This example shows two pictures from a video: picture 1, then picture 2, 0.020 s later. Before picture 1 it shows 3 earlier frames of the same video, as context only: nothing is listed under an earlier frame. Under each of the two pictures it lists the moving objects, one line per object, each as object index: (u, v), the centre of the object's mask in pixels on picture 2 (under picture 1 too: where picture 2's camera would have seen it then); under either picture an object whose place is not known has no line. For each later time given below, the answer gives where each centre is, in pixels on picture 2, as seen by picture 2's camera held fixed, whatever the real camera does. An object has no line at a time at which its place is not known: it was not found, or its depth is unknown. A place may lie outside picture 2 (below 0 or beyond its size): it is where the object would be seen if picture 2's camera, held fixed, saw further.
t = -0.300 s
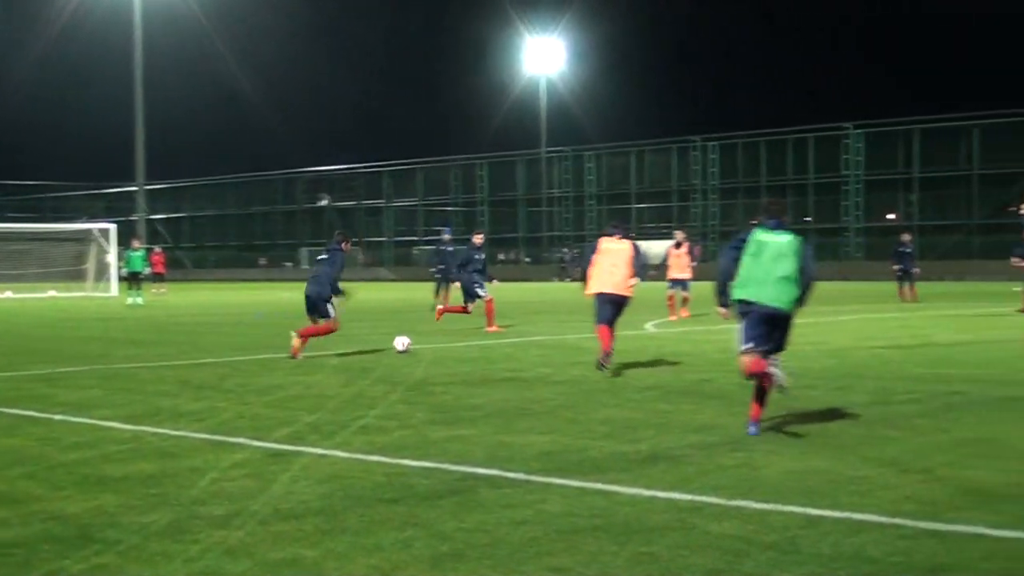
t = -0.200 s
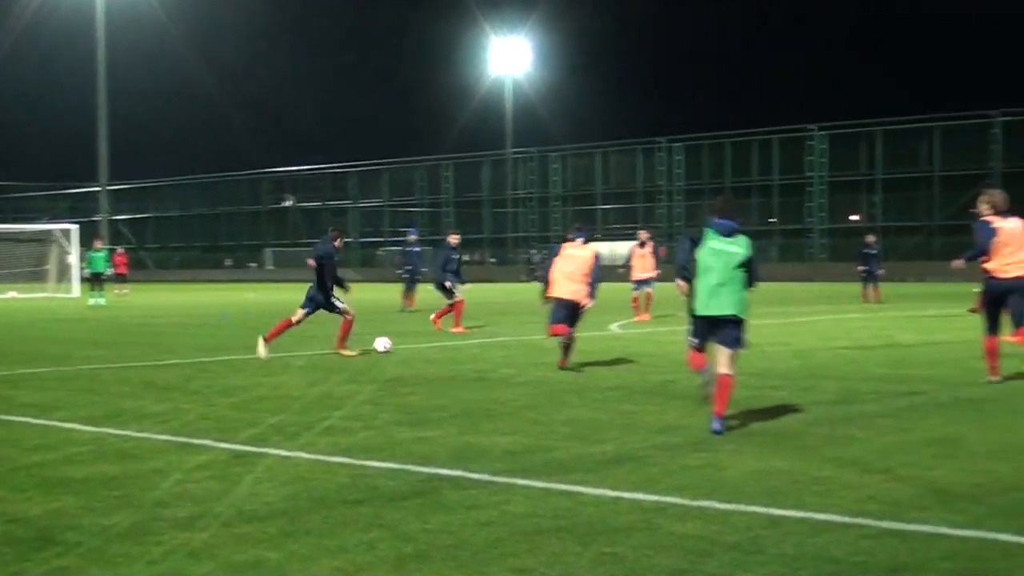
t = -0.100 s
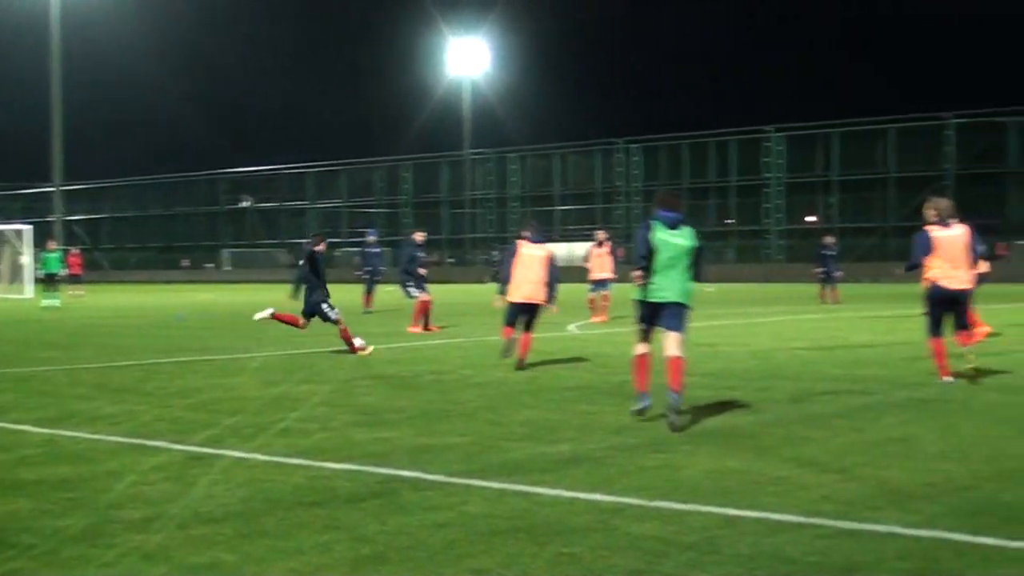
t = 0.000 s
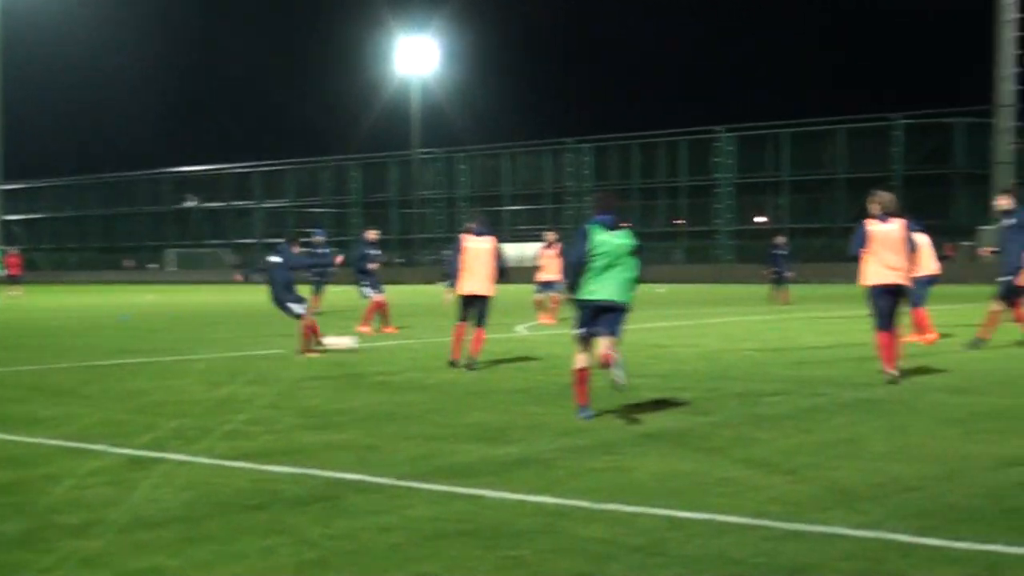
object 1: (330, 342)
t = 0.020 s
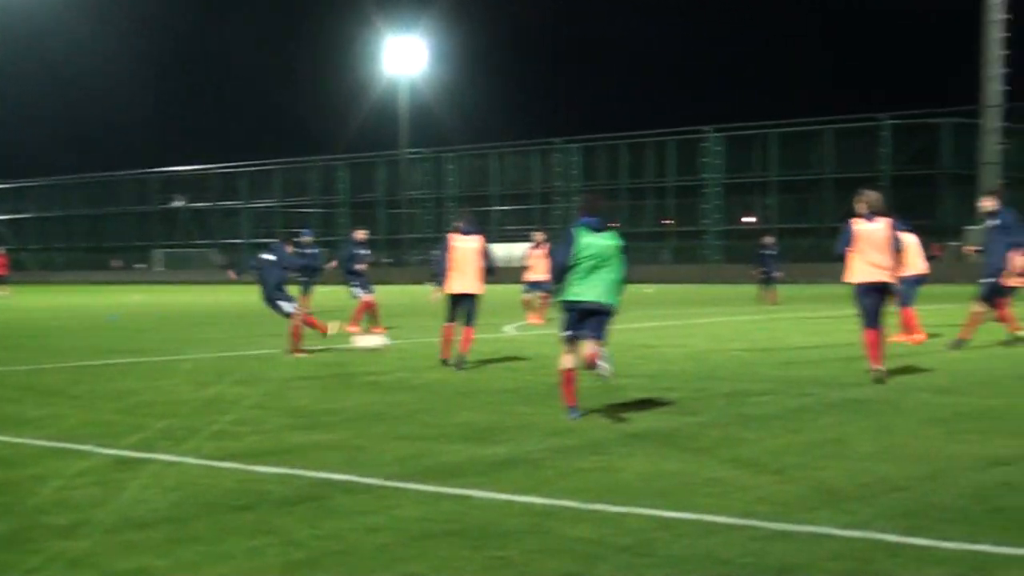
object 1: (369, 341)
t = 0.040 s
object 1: (410, 341)
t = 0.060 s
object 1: (445, 338)
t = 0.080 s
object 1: (493, 339)
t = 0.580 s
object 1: (1503, 334)
